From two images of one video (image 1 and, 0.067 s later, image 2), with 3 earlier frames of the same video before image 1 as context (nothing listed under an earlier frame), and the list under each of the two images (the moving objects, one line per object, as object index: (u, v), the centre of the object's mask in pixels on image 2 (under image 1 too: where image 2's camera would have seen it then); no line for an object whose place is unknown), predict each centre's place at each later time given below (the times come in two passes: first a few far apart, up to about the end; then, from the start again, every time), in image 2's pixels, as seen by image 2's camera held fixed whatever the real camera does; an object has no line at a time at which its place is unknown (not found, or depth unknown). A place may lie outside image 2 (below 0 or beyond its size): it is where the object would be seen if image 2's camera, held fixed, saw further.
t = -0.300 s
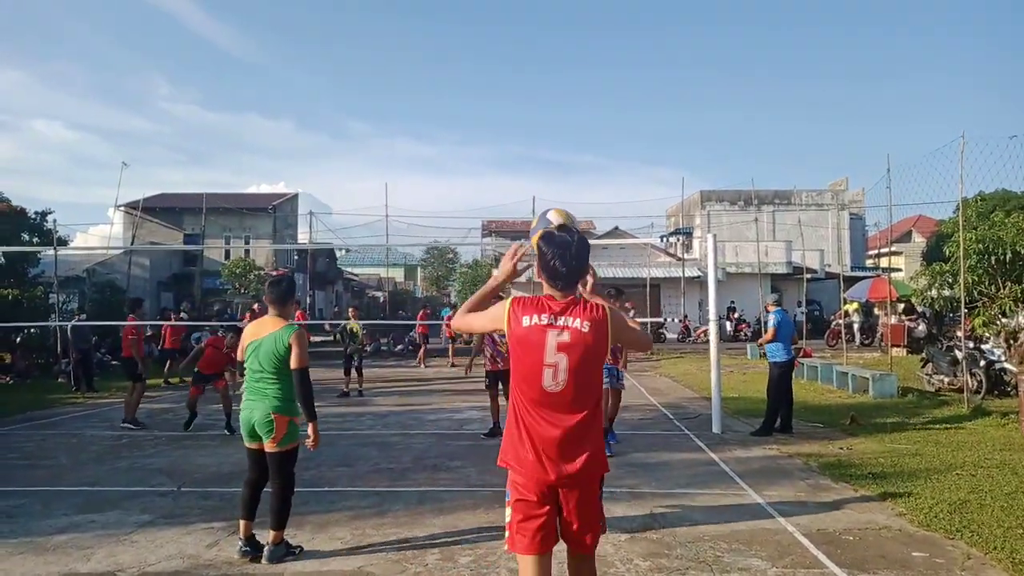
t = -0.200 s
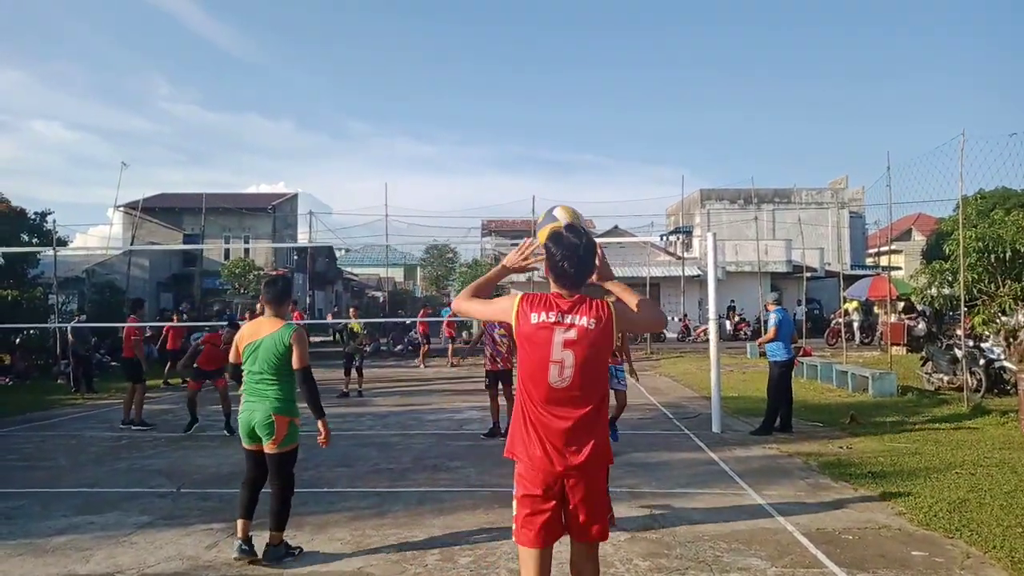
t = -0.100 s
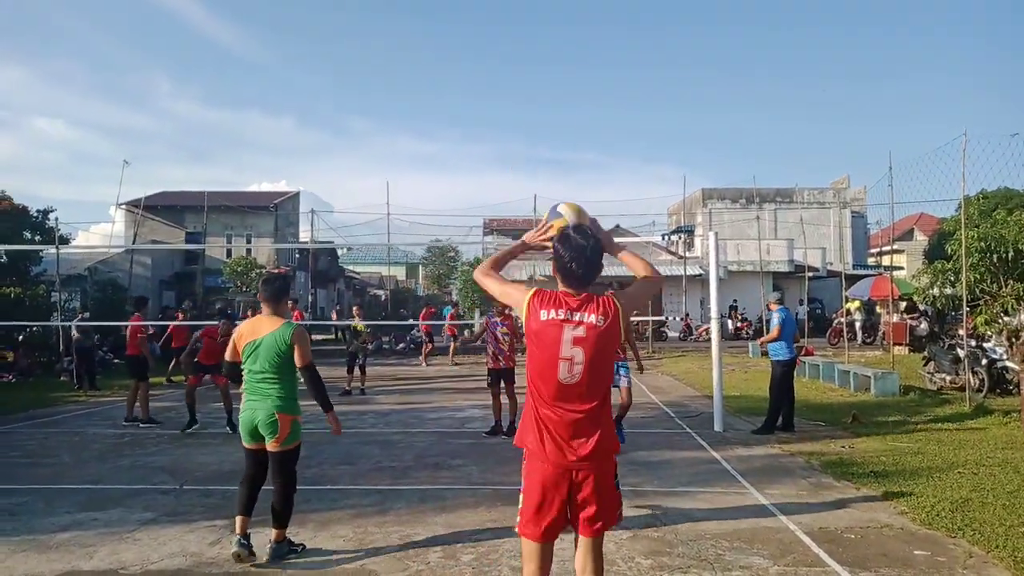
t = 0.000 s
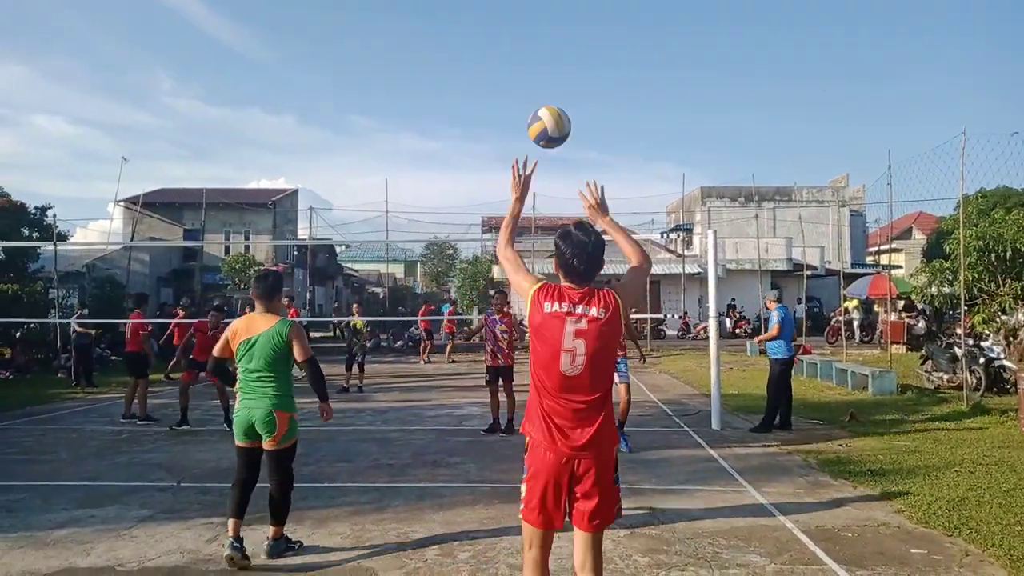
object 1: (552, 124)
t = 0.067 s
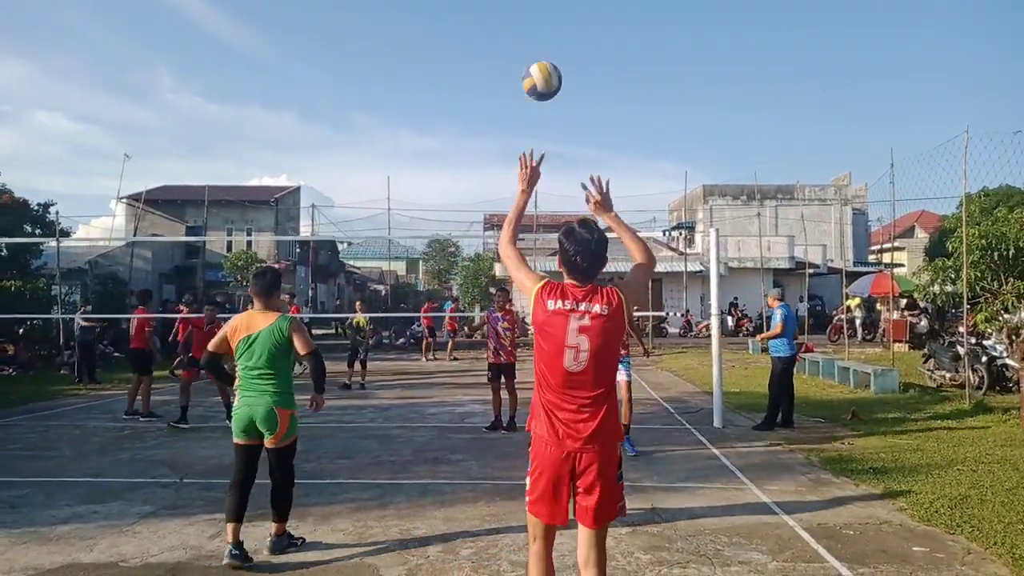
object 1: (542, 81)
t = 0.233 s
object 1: (523, 28)
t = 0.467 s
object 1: (505, 36)
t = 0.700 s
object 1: (496, 98)
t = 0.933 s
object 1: (490, 192)
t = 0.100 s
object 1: (539, 65)
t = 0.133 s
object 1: (536, 50)
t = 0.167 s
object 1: (532, 40)
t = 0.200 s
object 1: (527, 33)
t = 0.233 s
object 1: (523, 28)
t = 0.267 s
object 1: (520, 23)
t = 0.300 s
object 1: (517, 21)
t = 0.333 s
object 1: (515, 21)
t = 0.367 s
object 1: (513, 23)
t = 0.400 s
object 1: (510, 26)
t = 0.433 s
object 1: (507, 30)
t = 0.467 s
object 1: (505, 36)
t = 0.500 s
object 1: (504, 42)
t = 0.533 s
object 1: (503, 49)
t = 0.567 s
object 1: (500, 57)
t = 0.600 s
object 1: (499, 66)
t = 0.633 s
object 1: (498, 77)
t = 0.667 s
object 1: (498, 87)
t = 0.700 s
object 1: (496, 98)
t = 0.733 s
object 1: (495, 110)
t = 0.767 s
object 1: (494, 123)
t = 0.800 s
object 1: (493, 136)
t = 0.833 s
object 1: (493, 149)
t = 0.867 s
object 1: (492, 163)
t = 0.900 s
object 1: (491, 178)
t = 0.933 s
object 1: (490, 192)
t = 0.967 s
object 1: (490, 207)
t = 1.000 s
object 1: (489, 222)
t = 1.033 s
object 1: (488, 237)
